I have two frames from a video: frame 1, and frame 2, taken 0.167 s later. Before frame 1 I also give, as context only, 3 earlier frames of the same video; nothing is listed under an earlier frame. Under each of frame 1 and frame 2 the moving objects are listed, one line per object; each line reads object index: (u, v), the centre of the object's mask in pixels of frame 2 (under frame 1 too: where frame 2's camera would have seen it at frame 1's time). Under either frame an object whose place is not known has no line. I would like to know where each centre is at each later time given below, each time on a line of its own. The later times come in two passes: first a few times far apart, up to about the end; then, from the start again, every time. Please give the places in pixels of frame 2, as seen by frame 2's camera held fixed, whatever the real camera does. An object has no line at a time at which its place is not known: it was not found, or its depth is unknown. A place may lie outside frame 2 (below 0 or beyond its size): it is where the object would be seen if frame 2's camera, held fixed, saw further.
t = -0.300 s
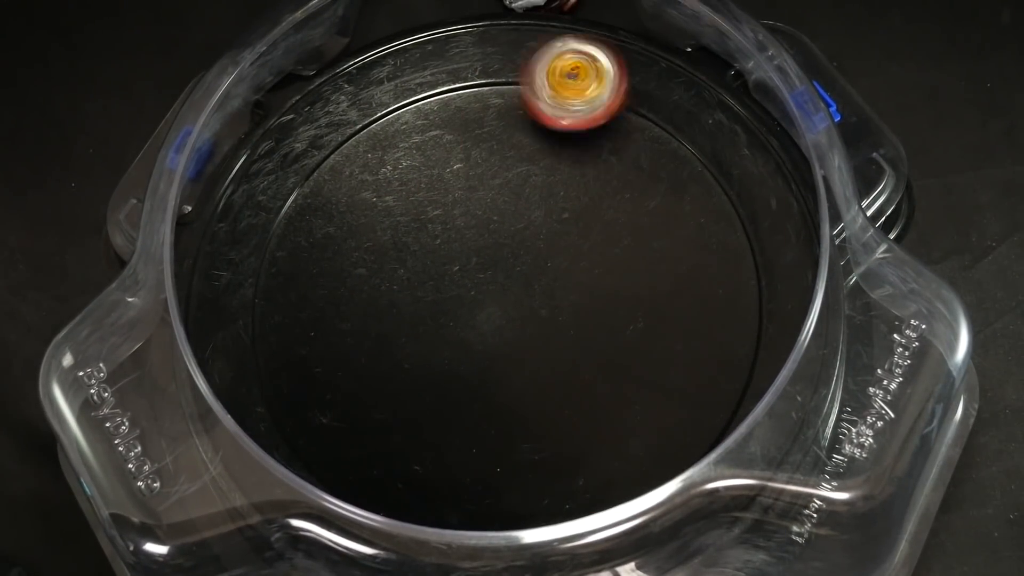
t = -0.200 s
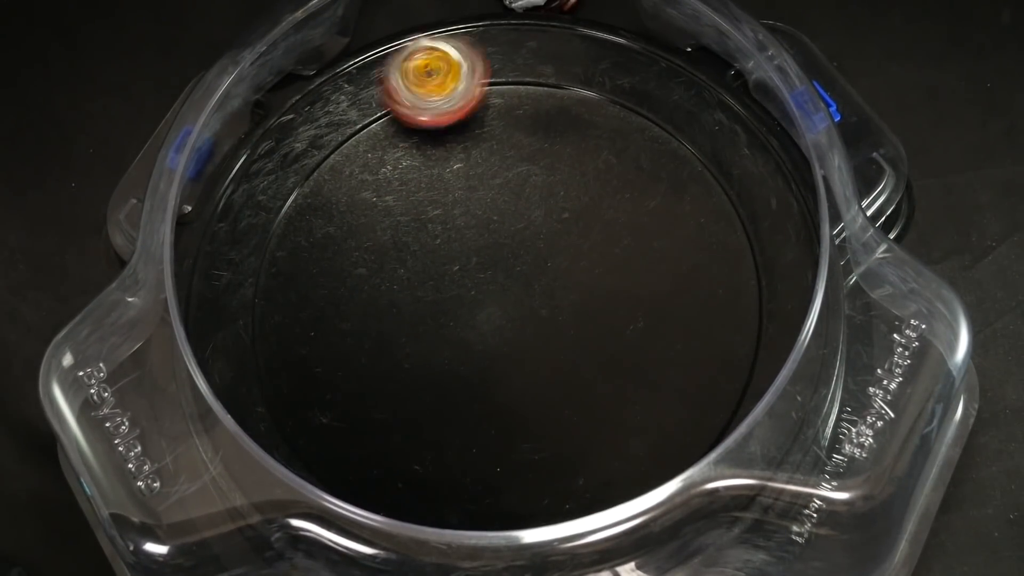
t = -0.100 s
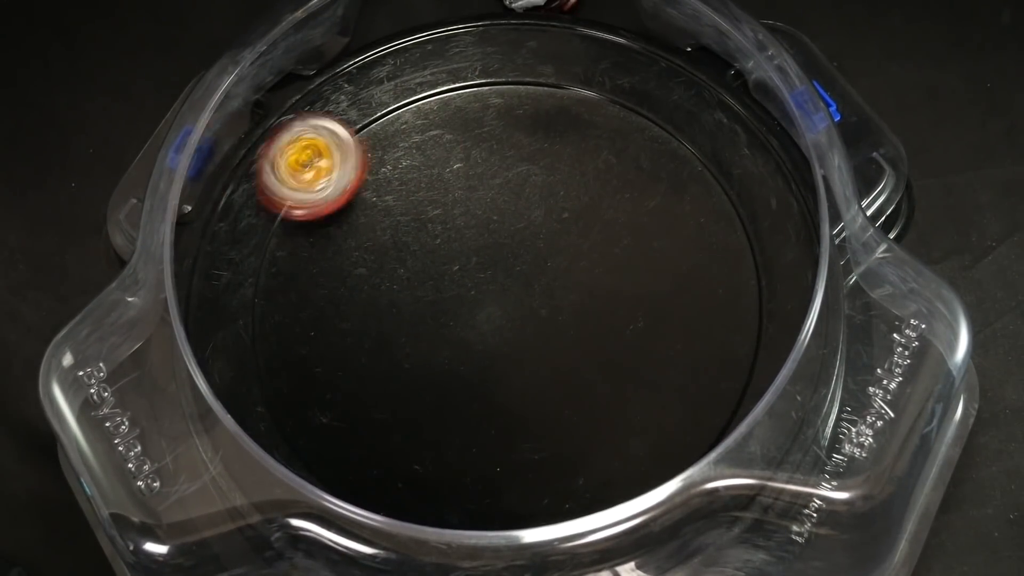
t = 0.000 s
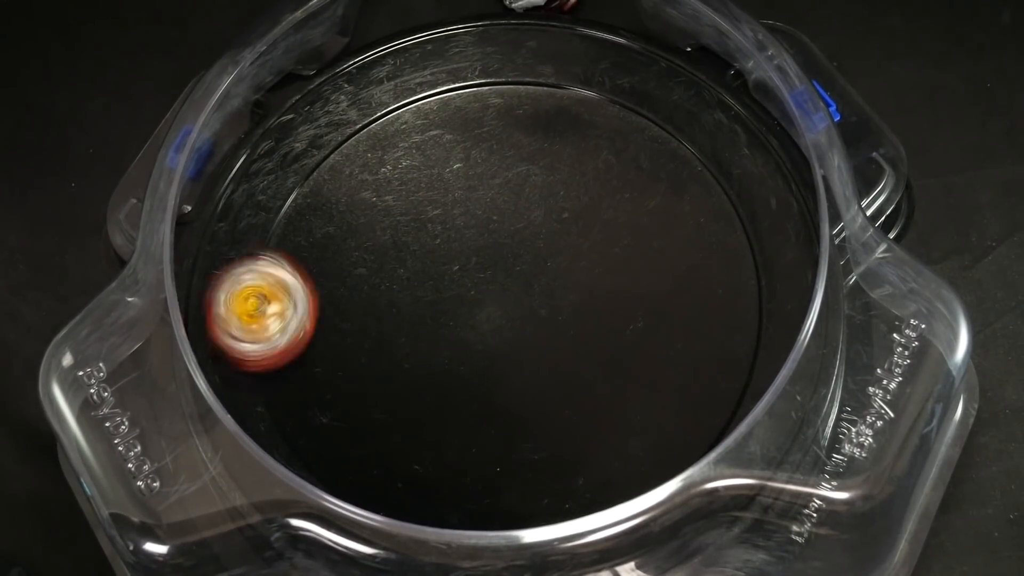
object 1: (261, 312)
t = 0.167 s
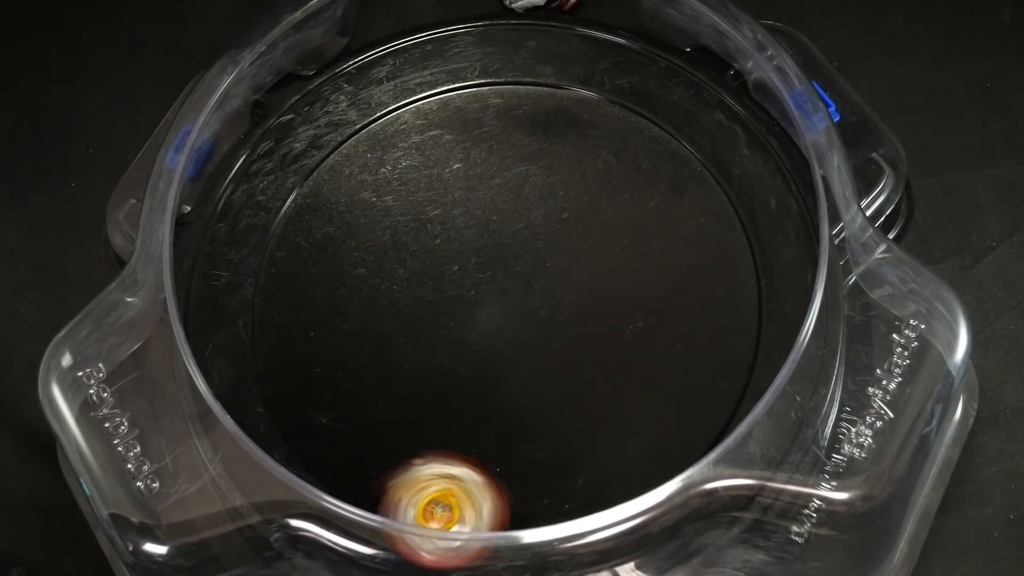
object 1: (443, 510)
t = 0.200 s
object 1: (504, 513)
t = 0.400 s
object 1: (748, 290)
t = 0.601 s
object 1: (532, 73)
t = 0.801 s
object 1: (261, 271)
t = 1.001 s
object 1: (498, 510)
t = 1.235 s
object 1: (736, 223)
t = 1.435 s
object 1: (460, 79)
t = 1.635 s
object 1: (262, 329)
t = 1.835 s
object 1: (542, 495)
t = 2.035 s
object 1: (745, 264)
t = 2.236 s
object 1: (528, 73)
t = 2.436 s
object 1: (268, 237)
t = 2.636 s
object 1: (414, 489)
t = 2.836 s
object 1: (717, 384)
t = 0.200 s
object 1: (504, 513)
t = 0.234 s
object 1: (565, 489)
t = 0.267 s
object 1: (621, 467)
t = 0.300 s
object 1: (670, 436)
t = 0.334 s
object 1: (709, 395)
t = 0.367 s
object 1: (737, 344)
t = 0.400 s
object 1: (748, 290)
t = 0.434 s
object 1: (739, 237)
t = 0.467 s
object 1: (718, 187)
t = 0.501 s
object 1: (685, 142)
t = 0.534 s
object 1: (642, 108)
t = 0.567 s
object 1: (588, 85)
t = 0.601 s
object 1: (532, 73)
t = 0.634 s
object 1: (471, 78)
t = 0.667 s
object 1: (411, 93)
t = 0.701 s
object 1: (356, 123)
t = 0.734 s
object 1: (310, 164)
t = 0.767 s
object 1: (279, 214)
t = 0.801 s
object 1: (261, 271)
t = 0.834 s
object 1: (262, 330)
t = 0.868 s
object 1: (281, 391)
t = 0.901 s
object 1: (319, 437)
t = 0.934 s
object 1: (370, 479)
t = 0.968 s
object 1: (432, 504)
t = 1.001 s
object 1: (498, 510)
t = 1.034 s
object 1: (565, 489)
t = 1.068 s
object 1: (624, 466)
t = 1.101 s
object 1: (675, 430)
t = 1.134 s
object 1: (715, 386)
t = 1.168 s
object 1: (740, 335)
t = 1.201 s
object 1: (746, 279)
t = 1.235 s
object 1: (736, 223)
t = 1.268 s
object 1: (712, 173)
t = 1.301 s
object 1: (675, 132)
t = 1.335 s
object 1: (630, 101)
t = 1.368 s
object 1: (576, 81)
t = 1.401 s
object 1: (519, 74)
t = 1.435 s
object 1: (460, 79)
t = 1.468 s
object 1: (402, 98)
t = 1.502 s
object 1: (349, 128)
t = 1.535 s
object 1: (307, 169)
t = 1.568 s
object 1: (278, 218)
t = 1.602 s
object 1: (261, 273)
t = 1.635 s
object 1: (262, 329)
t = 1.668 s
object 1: (280, 387)
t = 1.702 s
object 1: (316, 433)
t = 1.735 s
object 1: (360, 474)
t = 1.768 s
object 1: (418, 501)
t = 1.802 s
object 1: (480, 513)
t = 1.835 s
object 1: (542, 495)
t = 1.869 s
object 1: (601, 477)
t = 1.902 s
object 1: (653, 449)
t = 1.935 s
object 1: (696, 411)
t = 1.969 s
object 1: (727, 367)
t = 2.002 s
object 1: (744, 316)
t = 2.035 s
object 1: (745, 264)
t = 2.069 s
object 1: (732, 214)
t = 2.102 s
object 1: (708, 169)
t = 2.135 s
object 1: (673, 130)
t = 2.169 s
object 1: (631, 102)
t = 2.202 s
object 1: (581, 83)
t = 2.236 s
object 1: (528, 73)
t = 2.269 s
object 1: (473, 76)
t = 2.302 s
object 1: (419, 90)
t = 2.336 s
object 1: (368, 115)
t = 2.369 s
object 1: (325, 148)
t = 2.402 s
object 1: (291, 190)
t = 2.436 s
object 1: (268, 237)
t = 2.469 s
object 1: (259, 290)
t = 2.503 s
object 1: (262, 344)
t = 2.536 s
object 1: (281, 393)
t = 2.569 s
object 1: (315, 434)
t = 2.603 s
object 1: (361, 467)
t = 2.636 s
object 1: (414, 489)
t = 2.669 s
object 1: (472, 499)
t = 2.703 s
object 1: (530, 496)
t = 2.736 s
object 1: (586, 482)
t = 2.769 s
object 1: (638, 458)
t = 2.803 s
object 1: (682, 425)
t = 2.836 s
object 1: (717, 384)
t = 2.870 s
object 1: (741, 337)
